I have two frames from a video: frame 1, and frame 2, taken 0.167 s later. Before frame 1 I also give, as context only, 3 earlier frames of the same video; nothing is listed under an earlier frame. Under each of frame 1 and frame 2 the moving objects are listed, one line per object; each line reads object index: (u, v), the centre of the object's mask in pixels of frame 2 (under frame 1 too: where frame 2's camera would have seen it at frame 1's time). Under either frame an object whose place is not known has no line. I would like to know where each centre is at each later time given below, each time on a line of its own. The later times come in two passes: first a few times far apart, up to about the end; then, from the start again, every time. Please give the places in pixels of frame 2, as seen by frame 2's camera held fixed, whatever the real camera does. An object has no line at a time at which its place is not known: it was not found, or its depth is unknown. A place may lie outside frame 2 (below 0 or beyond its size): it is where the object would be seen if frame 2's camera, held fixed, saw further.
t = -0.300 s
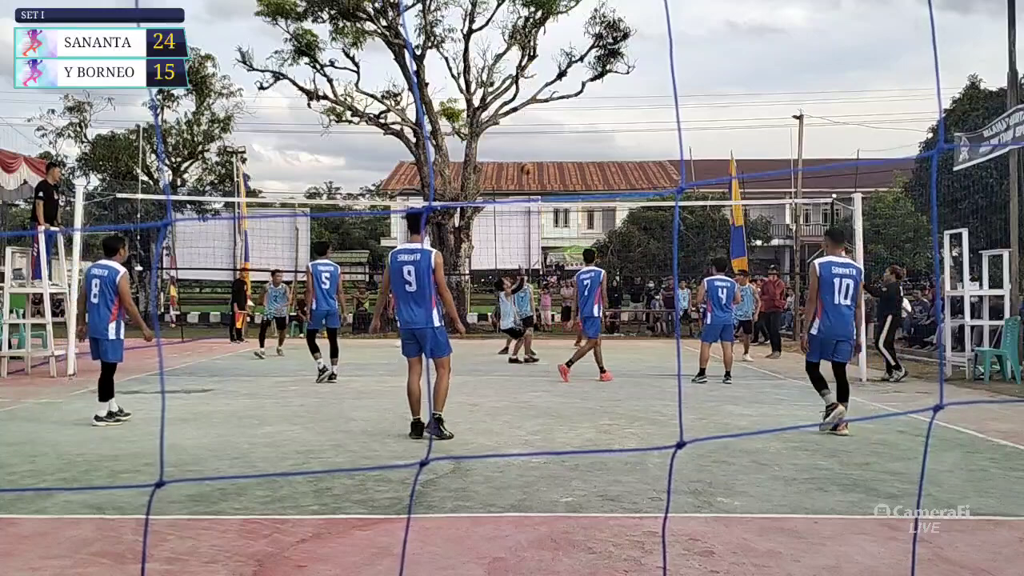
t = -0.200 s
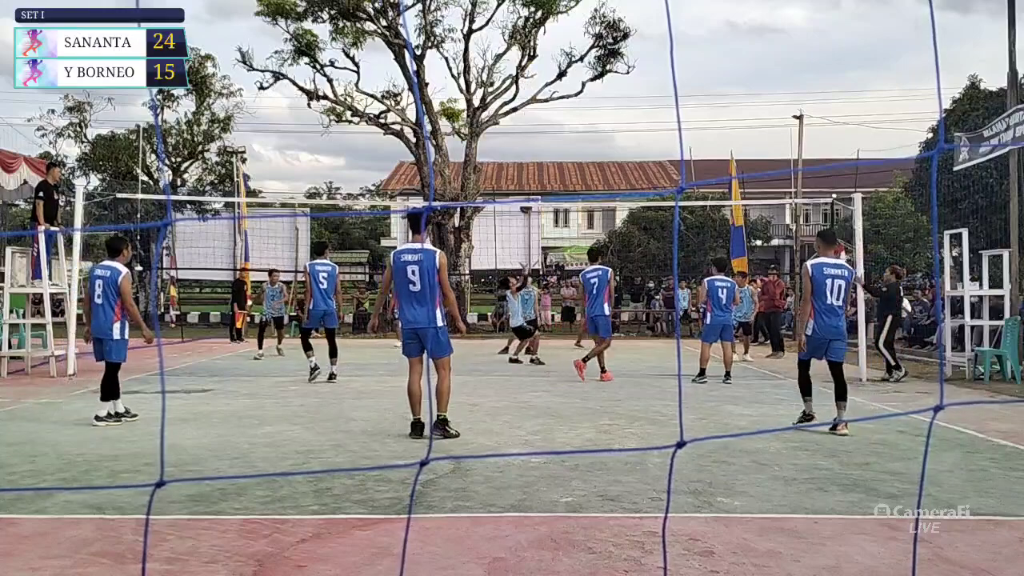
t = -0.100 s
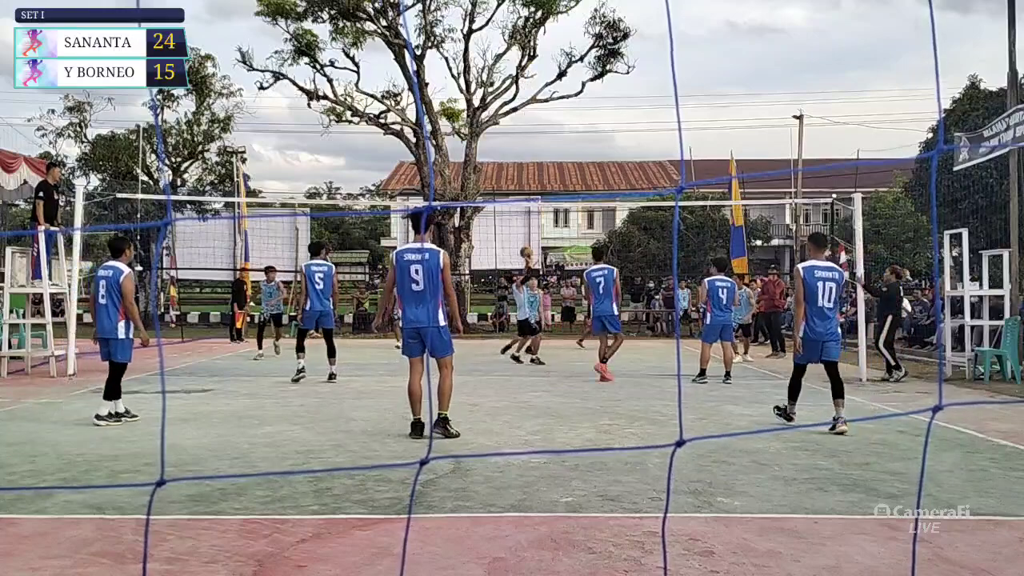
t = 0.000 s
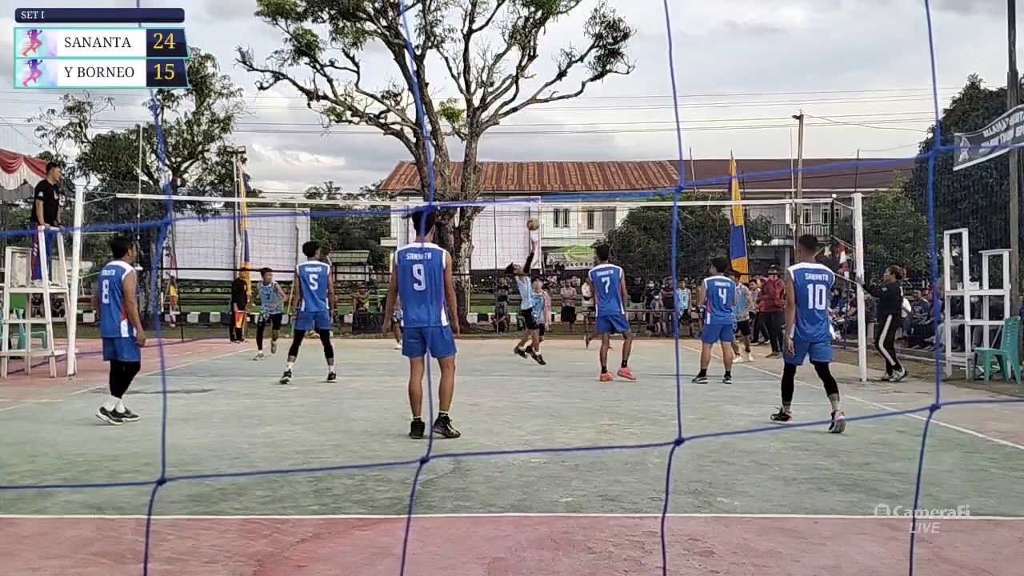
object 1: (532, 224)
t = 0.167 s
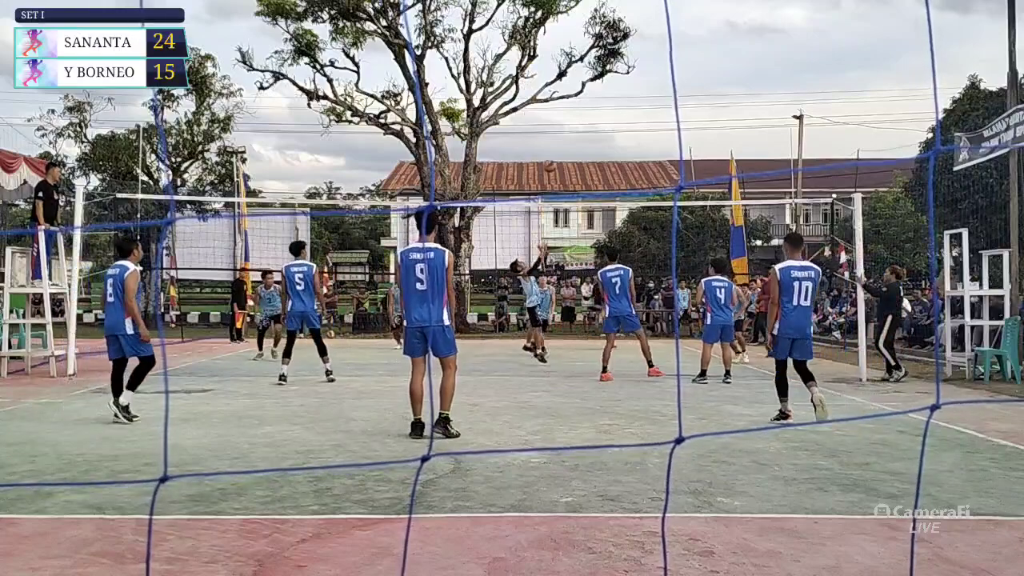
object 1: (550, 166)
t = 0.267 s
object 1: (559, 138)
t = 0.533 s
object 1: (587, 95)
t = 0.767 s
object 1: (611, 93)
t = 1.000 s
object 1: (635, 128)
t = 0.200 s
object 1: (553, 156)
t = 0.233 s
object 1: (556, 147)
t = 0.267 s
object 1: (559, 138)
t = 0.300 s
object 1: (562, 130)
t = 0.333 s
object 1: (566, 123)
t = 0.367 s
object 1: (569, 117)
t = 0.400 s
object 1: (573, 111)
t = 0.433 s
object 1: (576, 105)
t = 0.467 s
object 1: (580, 101)
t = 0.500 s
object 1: (583, 97)
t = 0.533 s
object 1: (587, 95)
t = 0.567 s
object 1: (590, 92)
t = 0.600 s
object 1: (593, 90)
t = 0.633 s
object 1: (597, 90)
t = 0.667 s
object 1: (601, 90)
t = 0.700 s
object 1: (604, 90)
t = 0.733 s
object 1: (608, 91)
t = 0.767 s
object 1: (611, 93)
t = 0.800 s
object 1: (615, 96)
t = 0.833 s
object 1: (618, 99)
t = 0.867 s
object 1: (622, 103)
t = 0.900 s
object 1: (625, 108)
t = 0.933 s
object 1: (628, 114)
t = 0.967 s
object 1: (632, 121)
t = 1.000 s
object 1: (635, 128)
